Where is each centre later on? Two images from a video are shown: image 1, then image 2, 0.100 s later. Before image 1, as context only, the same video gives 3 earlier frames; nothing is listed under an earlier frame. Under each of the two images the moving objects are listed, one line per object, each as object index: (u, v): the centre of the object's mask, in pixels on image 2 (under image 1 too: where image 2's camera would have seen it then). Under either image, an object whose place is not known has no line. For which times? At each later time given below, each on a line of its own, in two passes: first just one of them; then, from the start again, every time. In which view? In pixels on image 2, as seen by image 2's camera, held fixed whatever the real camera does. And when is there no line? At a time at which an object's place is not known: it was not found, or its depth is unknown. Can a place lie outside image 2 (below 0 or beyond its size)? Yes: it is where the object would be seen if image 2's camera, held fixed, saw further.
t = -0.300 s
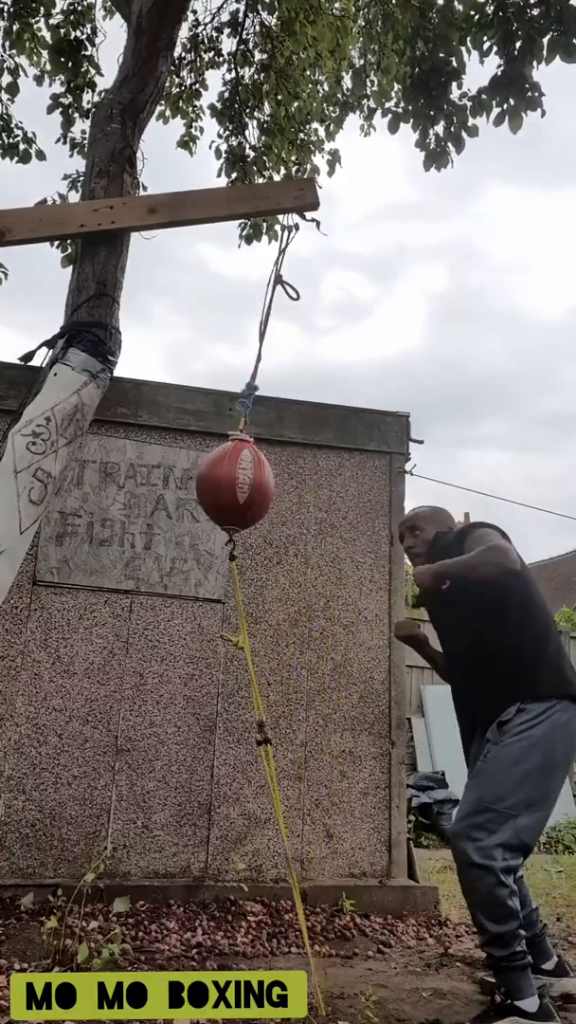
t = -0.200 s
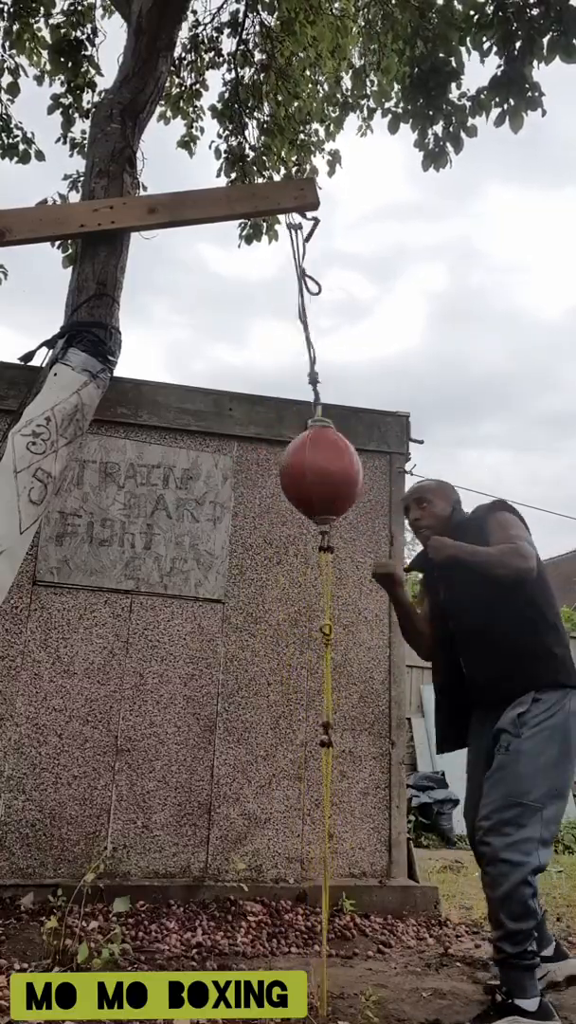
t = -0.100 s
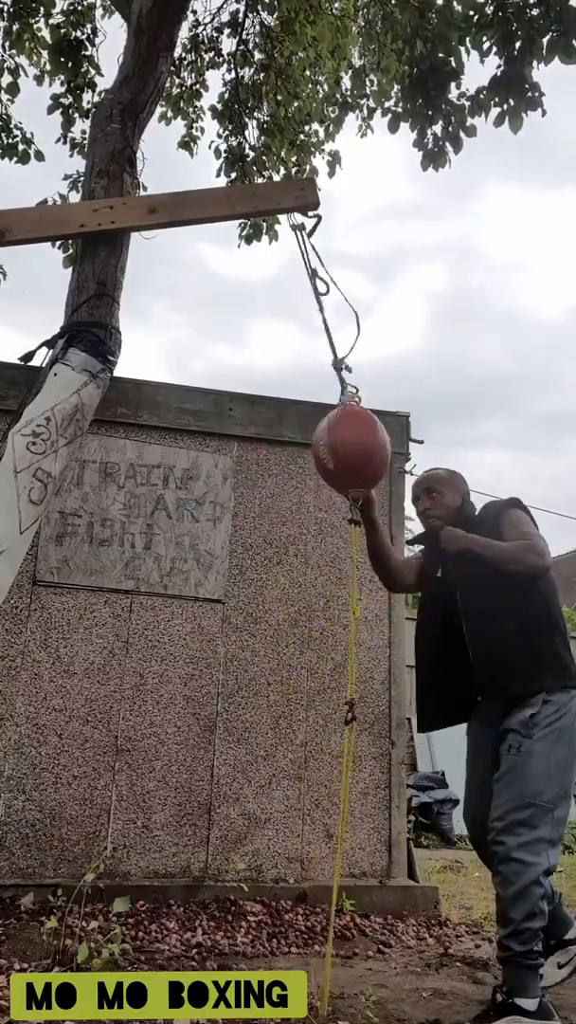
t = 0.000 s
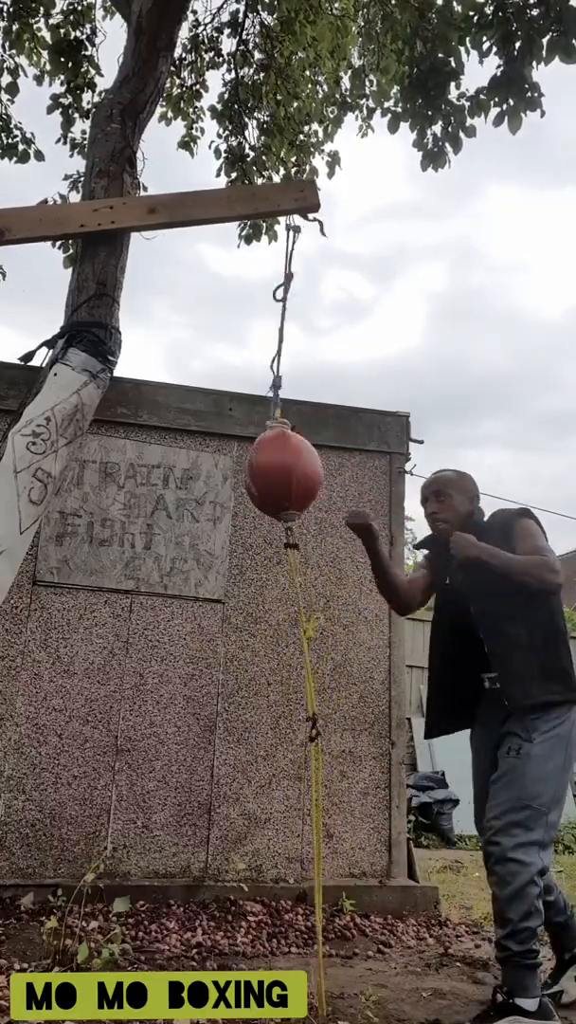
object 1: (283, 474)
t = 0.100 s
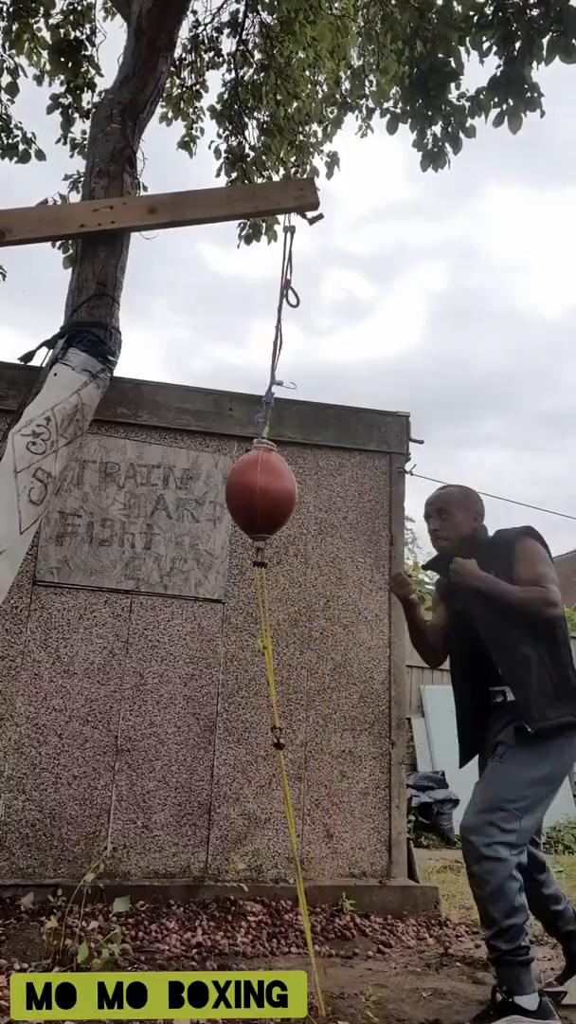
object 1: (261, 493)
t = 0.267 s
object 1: (346, 478)
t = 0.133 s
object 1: (277, 496)
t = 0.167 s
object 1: (304, 496)
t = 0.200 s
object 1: (329, 493)
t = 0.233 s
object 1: (343, 486)
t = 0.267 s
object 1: (346, 478)
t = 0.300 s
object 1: (336, 471)
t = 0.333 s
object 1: (314, 468)
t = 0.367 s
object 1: (288, 472)
